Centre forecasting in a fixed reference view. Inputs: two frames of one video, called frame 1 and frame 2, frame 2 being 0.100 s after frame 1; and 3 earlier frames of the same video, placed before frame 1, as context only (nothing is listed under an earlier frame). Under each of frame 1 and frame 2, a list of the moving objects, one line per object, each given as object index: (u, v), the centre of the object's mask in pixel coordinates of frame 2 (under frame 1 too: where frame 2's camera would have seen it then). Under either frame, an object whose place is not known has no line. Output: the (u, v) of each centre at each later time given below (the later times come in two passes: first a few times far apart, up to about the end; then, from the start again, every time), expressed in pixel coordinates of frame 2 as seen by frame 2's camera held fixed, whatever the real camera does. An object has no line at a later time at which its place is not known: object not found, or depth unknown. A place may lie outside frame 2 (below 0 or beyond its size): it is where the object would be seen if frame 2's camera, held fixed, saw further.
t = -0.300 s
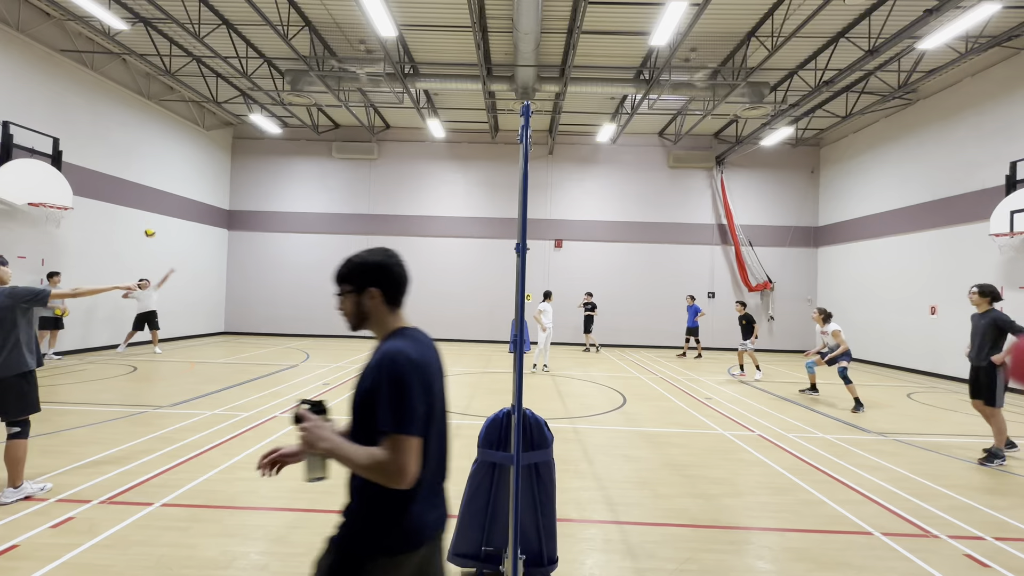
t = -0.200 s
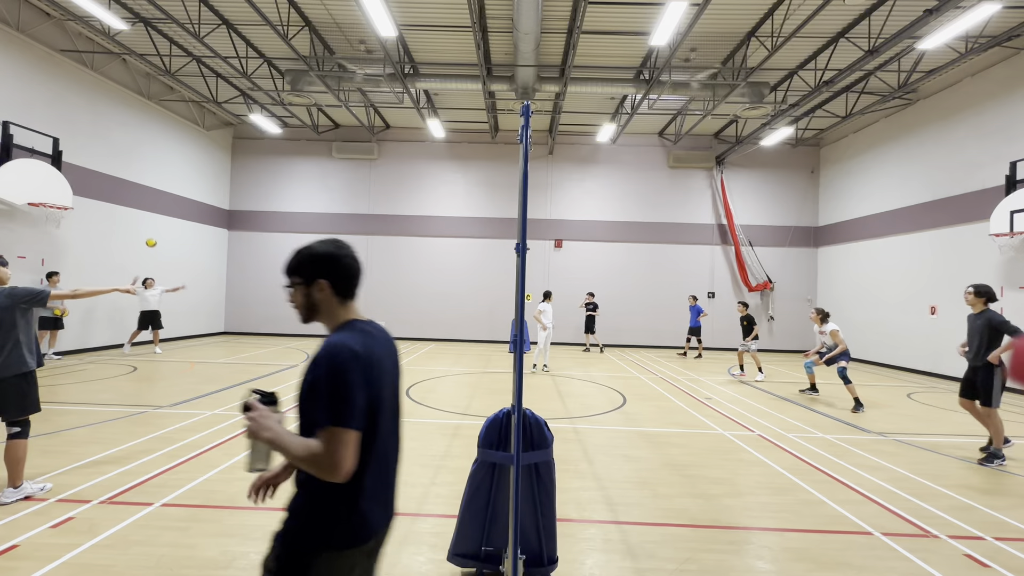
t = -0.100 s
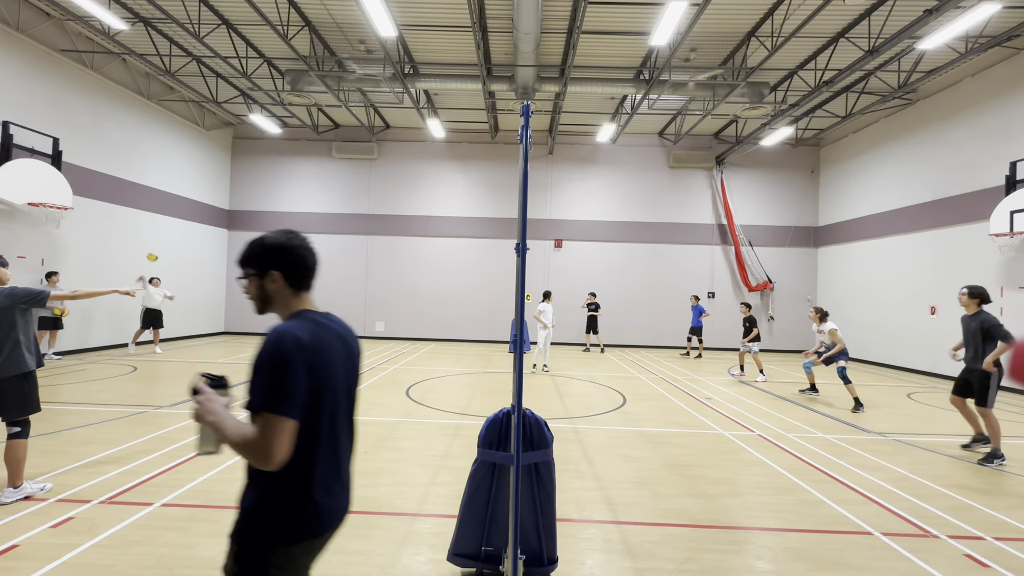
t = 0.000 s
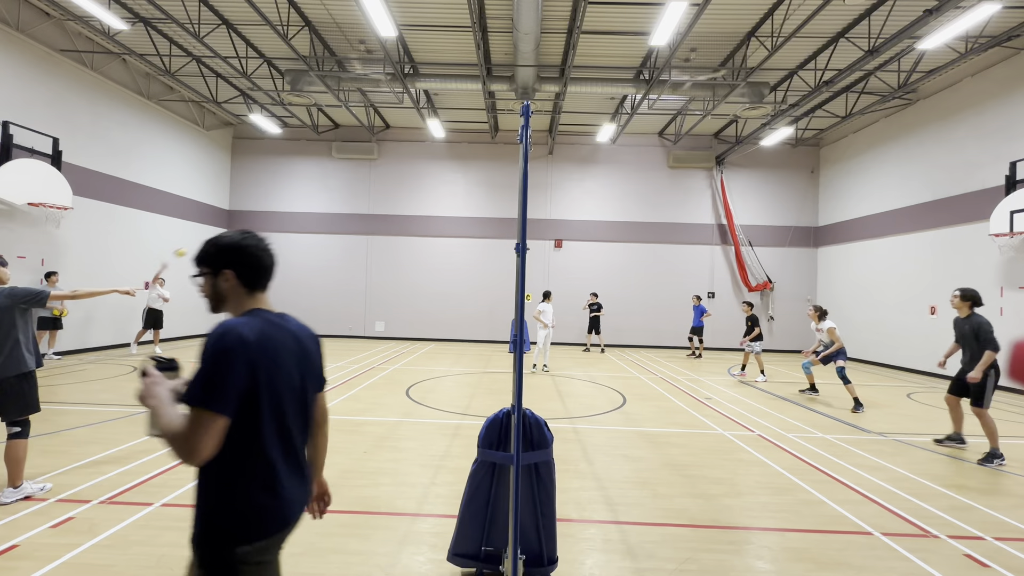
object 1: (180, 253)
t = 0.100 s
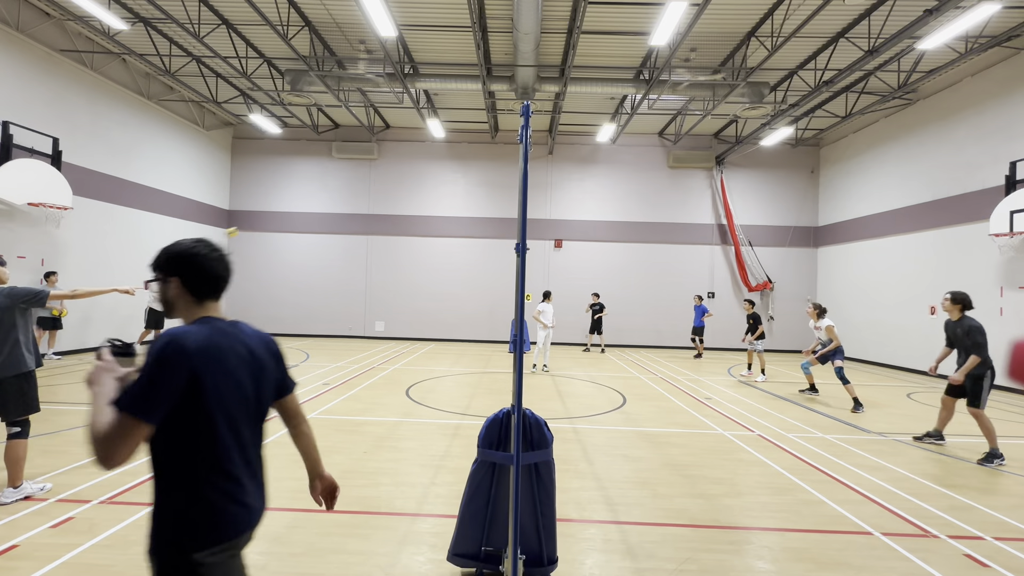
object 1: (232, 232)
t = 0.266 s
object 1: (316, 209)
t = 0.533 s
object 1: (457, 195)
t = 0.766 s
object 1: (585, 211)
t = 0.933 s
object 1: (677, 239)
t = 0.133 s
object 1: (248, 226)
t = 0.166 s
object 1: (265, 221)
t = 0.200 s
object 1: (282, 216)
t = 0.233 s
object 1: (299, 212)
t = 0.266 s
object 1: (316, 209)
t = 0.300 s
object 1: (334, 206)
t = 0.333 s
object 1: (351, 202)
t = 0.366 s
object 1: (368, 199)
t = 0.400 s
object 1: (386, 197)
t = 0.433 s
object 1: (403, 196)
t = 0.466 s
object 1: (421, 195)
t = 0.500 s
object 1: (439, 195)
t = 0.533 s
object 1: (457, 195)
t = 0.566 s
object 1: (475, 196)
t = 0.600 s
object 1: (494, 197)
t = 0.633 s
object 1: (511, 198)
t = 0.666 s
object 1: (533, 201)
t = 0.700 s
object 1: (549, 203)
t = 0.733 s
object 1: (567, 207)
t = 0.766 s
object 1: (585, 211)
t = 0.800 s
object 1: (604, 216)
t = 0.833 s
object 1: (623, 221)
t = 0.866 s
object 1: (640, 227)
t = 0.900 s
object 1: (659, 233)
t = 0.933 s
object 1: (677, 239)
